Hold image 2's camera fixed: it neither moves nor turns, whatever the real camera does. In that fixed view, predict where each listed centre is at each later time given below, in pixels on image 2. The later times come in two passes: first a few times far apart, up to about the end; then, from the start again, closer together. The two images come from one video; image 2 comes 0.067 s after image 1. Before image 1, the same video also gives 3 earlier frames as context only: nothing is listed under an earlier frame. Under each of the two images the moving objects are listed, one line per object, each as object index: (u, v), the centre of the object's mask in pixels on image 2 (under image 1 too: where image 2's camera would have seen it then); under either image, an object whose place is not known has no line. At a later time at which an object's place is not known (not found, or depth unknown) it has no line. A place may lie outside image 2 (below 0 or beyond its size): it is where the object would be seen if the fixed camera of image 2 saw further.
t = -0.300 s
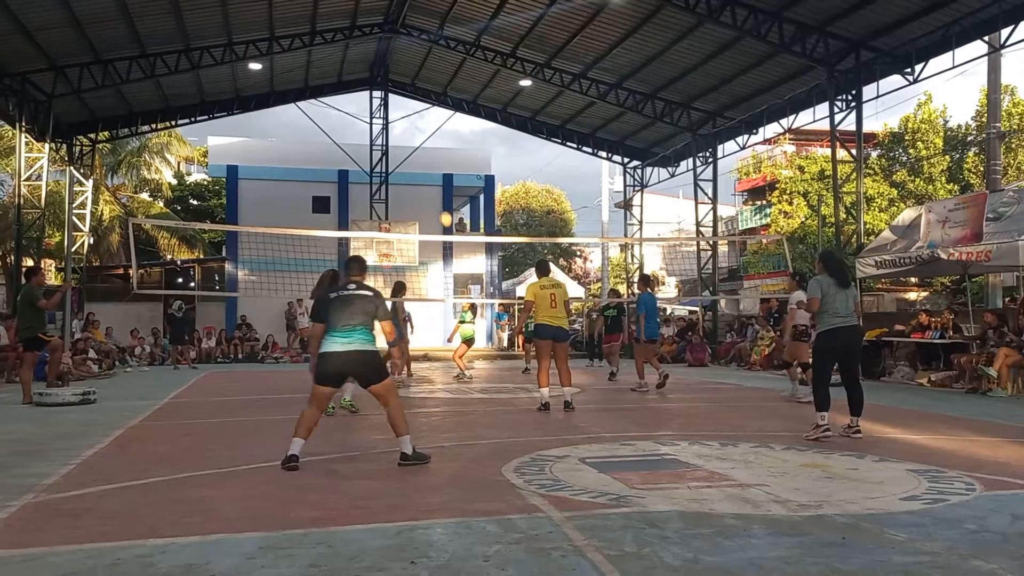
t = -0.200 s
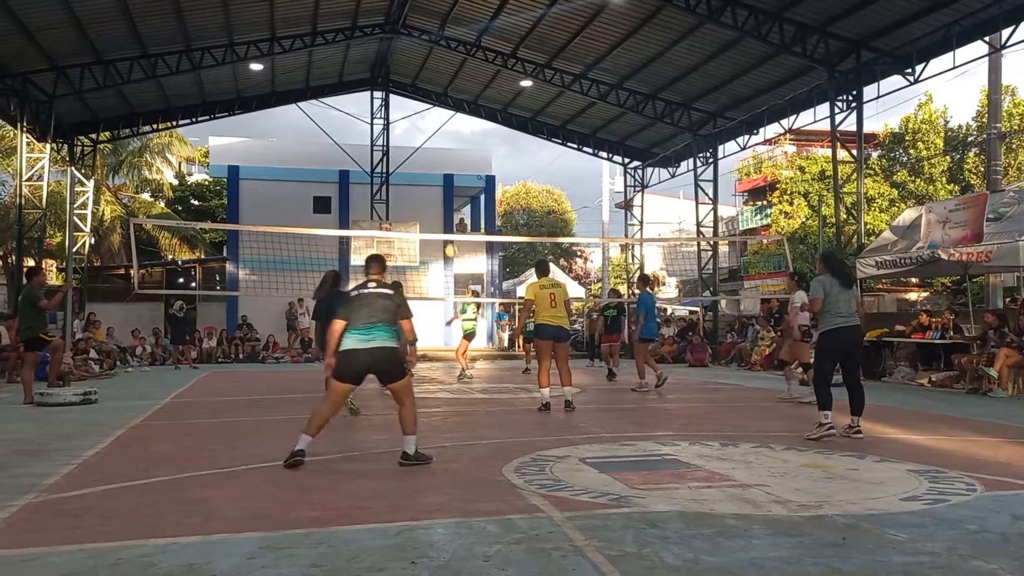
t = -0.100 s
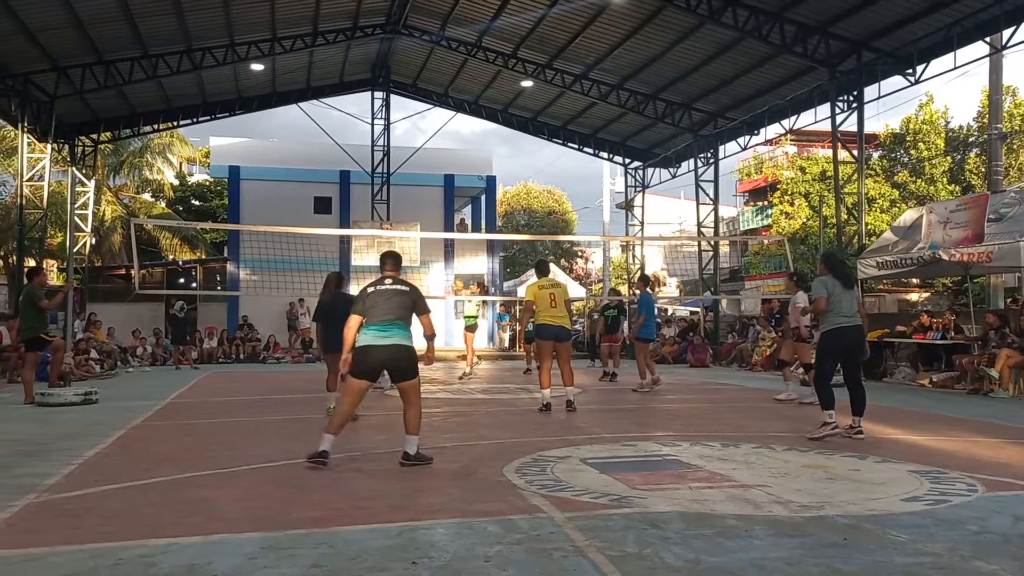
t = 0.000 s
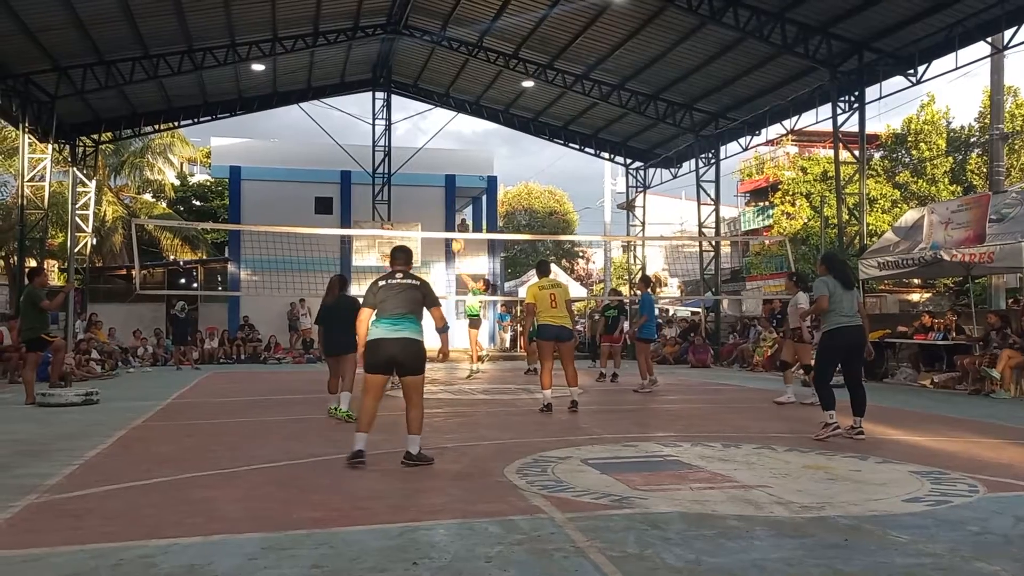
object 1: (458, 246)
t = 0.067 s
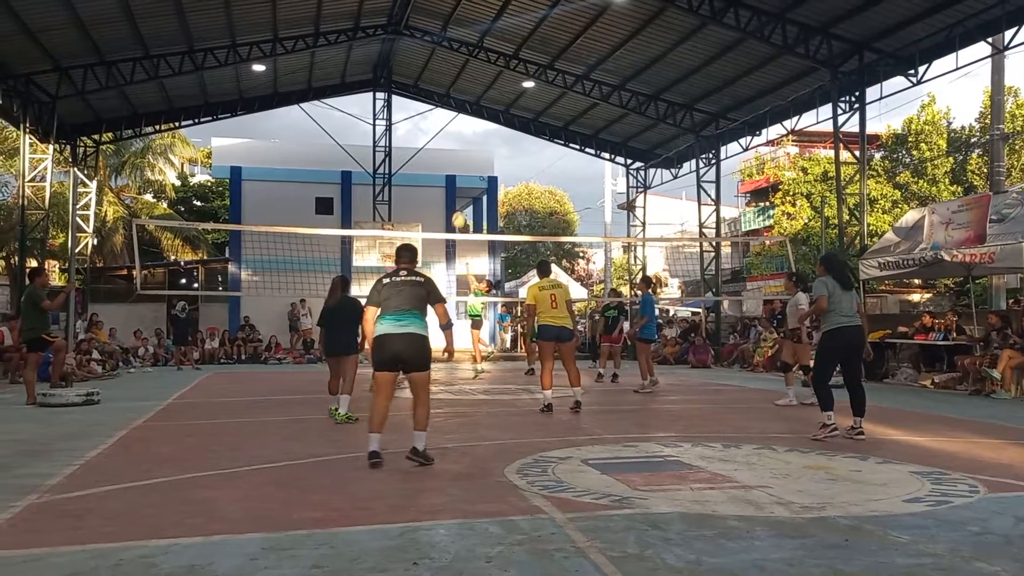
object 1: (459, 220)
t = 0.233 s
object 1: (458, 161)
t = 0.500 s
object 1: (455, 92)
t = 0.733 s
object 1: (451, 66)
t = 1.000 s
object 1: (442, 98)
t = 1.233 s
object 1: (431, 219)
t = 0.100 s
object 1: (458, 207)
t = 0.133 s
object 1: (458, 195)
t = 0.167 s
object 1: (458, 183)
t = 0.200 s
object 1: (458, 172)
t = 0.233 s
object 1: (458, 161)
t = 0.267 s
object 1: (458, 152)
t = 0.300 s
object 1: (458, 142)
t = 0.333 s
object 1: (457, 133)
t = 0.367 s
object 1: (457, 124)
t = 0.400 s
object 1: (456, 113)
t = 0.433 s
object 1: (456, 106)
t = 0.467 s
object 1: (456, 99)
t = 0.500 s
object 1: (455, 92)
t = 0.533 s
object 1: (455, 86)
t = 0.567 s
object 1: (454, 81)
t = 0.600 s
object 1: (453, 76)
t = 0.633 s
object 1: (453, 72)
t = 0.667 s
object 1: (452, 69)
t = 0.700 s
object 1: (451, 67)
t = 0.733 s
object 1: (451, 66)
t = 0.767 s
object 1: (450, 65)
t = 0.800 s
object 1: (449, 66)
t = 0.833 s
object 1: (448, 68)
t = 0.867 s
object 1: (447, 71)
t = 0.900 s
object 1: (446, 76)
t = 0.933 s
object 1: (444, 82)
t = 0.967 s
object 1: (443, 89)
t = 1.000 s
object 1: (442, 98)
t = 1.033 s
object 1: (441, 108)
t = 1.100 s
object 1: (438, 138)
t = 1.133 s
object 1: (436, 156)
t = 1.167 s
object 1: (435, 174)
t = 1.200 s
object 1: (432, 197)
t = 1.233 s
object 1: (431, 219)
